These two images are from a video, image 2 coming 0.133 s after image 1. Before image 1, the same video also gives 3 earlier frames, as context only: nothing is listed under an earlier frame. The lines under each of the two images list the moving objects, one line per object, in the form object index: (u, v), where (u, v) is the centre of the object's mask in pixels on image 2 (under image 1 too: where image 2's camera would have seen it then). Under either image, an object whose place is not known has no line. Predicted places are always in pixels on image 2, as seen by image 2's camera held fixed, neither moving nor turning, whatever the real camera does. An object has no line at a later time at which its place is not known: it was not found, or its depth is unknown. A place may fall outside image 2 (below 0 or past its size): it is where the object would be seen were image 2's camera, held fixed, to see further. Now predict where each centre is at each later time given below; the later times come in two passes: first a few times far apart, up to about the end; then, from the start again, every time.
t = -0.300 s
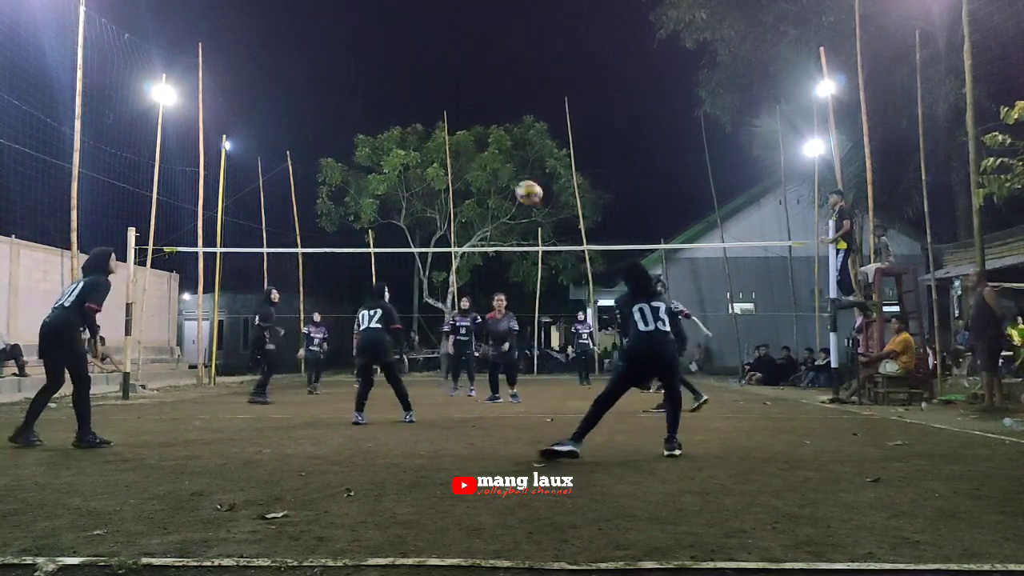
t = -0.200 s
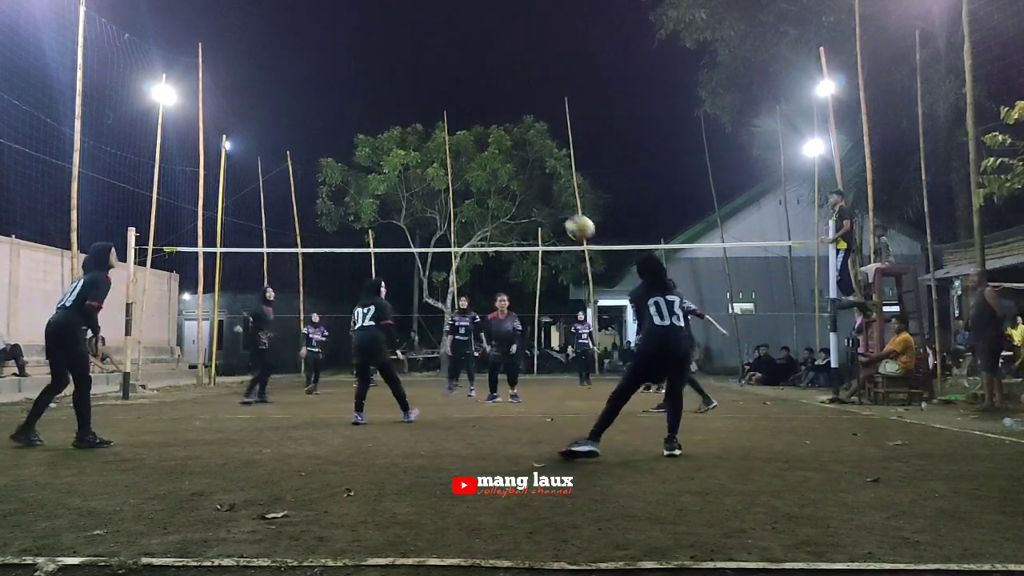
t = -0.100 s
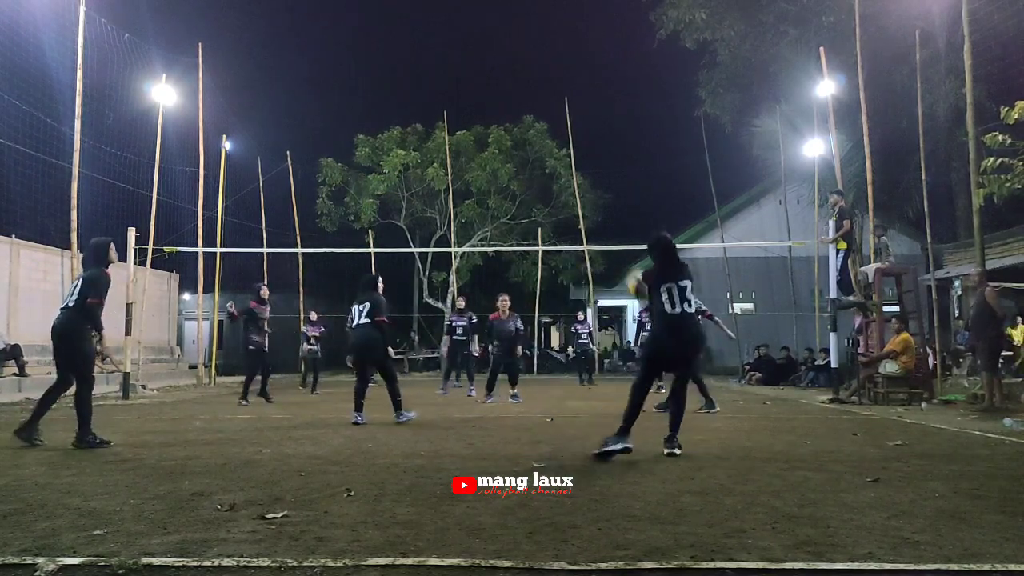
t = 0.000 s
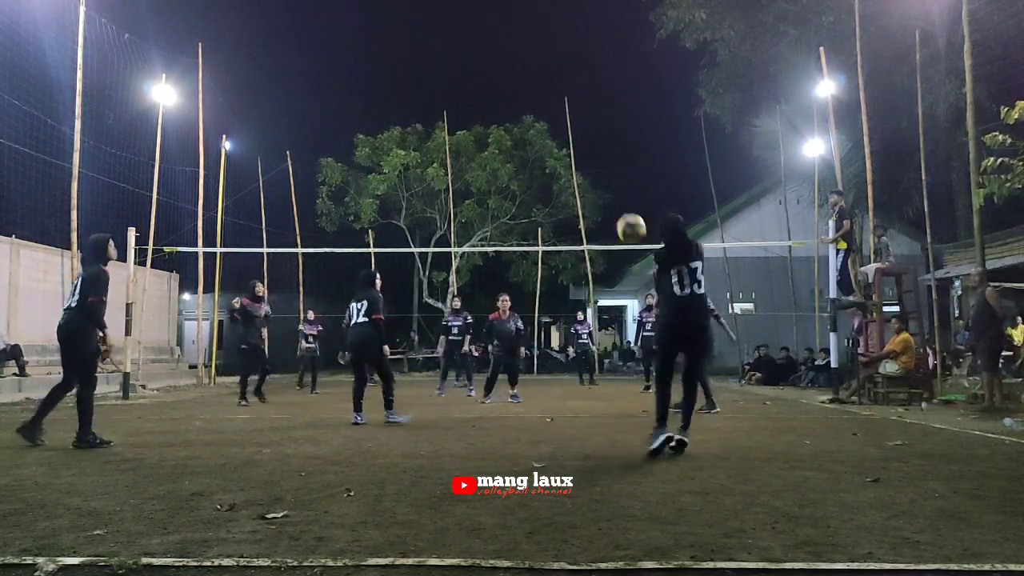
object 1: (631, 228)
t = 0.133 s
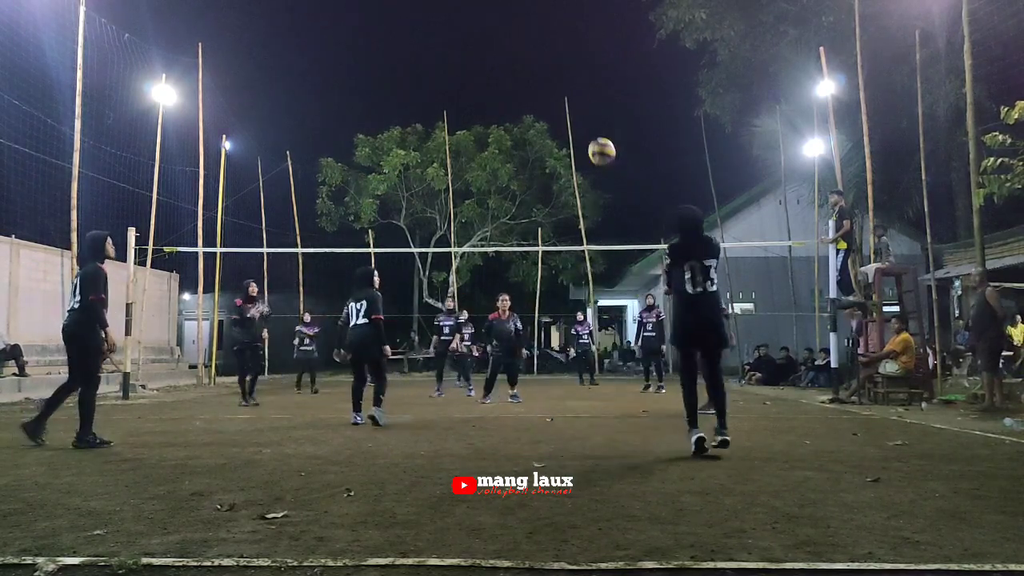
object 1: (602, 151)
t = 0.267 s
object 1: (578, 109)
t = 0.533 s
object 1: (540, 91)
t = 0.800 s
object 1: (510, 134)
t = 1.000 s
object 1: (492, 199)
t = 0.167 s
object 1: (595, 138)
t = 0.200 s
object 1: (589, 126)
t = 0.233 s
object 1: (583, 117)
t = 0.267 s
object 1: (578, 109)
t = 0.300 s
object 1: (573, 102)
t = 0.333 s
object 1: (567, 97)
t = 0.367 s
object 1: (562, 93)
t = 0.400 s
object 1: (557, 90)
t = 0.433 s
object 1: (553, 89)
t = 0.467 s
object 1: (548, 88)
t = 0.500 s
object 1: (544, 89)
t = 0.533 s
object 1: (540, 91)
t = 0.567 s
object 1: (535, 93)
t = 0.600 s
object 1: (531, 97)
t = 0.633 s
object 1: (527, 101)
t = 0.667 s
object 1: (524, 106)
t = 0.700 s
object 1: (520, 112)
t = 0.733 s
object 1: (517, 119)
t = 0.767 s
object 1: (513, 126)
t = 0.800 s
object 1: (510, 134)
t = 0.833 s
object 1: (507, 143)
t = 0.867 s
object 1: (504, 153)
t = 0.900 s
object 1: (501, 164)
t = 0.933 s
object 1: (498, 175)
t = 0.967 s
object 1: (495, 187)
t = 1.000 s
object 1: (492, 199)
